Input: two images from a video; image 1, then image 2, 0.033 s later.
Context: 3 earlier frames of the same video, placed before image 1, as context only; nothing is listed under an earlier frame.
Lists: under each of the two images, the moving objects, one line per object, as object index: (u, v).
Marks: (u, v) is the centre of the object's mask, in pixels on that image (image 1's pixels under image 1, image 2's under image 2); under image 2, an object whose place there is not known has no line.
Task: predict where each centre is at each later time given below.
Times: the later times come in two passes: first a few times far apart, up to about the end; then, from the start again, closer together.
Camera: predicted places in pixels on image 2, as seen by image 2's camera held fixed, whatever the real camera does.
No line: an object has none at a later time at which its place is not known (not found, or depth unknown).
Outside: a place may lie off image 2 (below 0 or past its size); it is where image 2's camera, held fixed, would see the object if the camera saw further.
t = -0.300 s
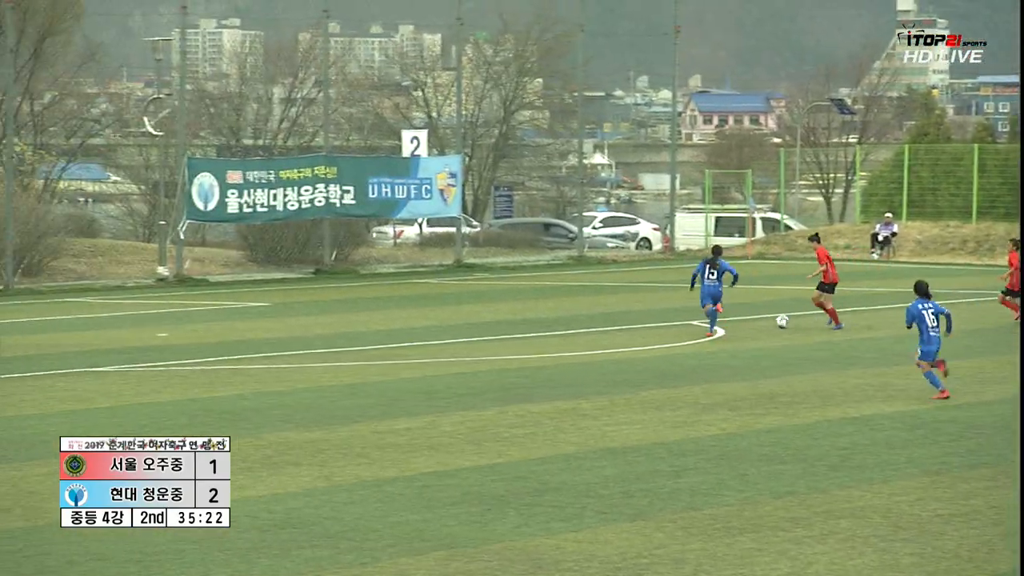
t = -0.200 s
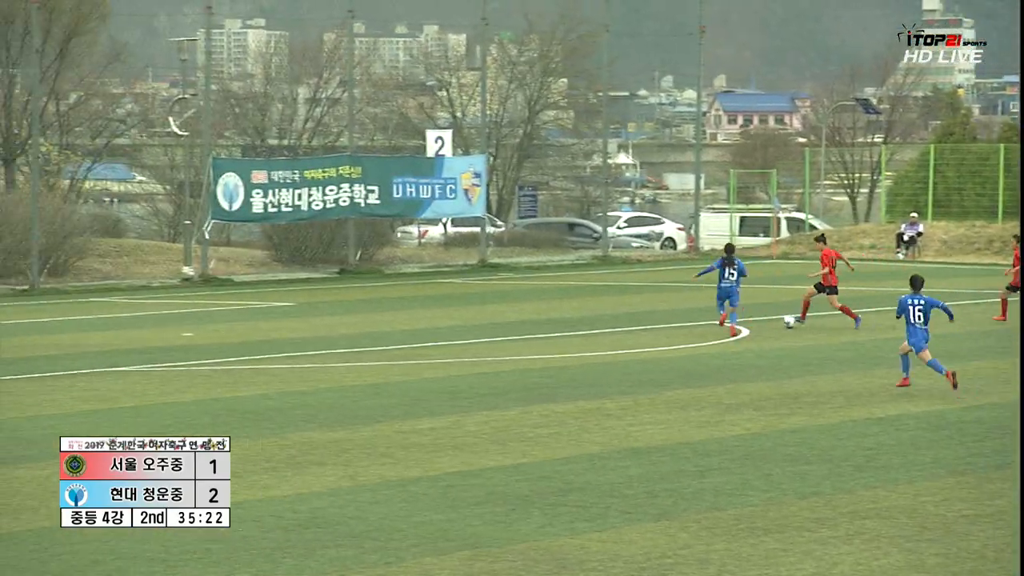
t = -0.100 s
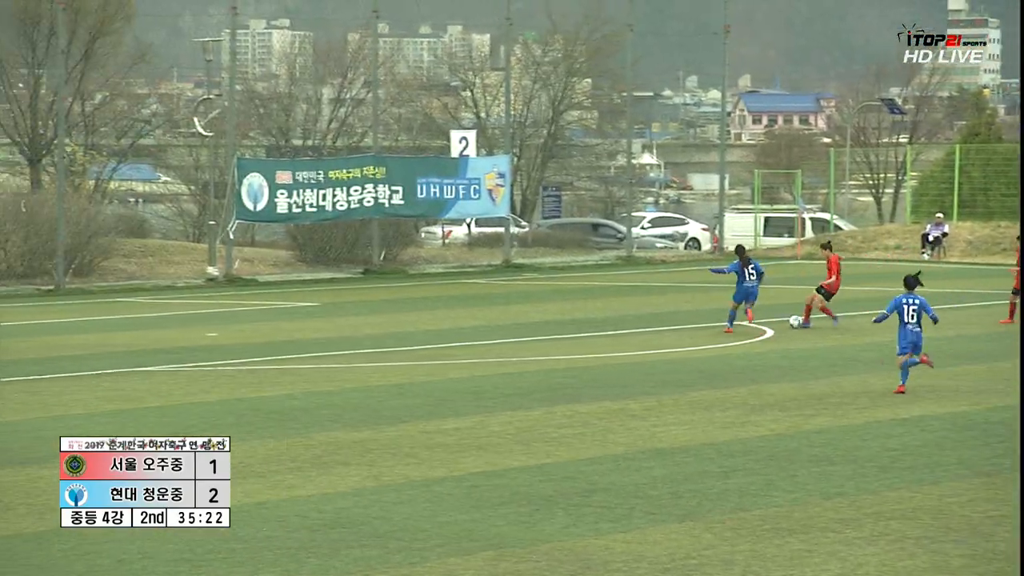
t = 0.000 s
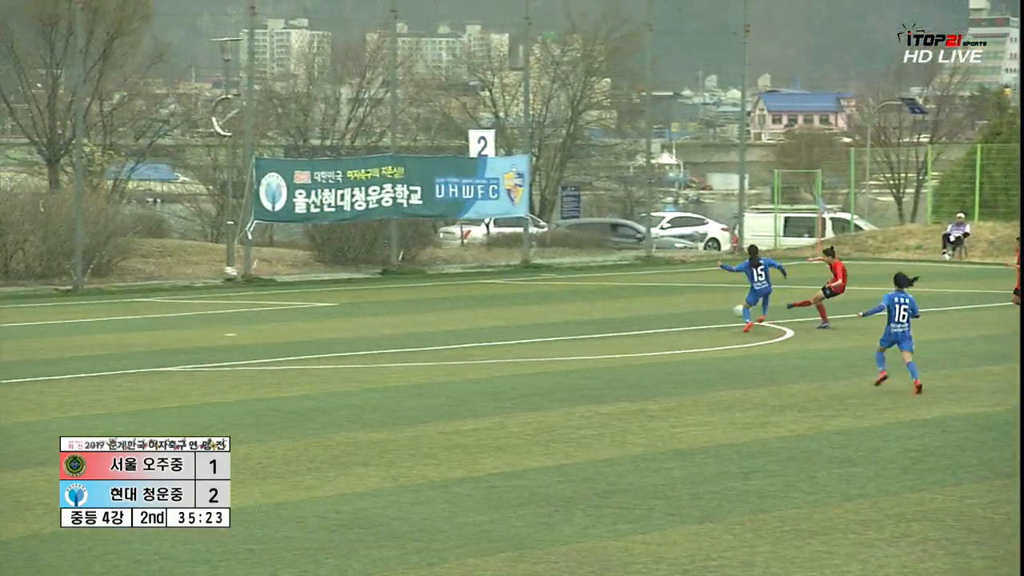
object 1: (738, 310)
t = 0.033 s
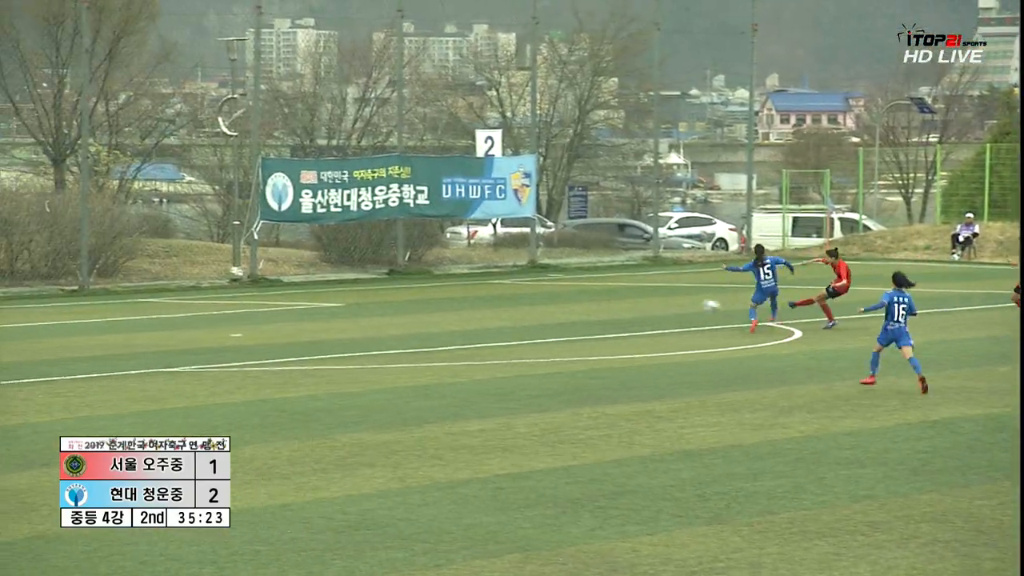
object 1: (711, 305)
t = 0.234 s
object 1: (490, 291)
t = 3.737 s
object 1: (-412, 316)
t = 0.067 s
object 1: (673, 299)
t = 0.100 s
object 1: (635, 297)
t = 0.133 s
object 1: (597, 294)
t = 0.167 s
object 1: (561, 292)
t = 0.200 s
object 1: (526, 292)
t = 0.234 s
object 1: (490, 291)
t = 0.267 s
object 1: (455, 293)
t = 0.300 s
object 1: (421, 294)
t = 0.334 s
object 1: (388, 297)
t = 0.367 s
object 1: (354, 300)
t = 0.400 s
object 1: (322, 304)
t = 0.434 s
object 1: (289, 308)
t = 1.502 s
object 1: (-369, 312)
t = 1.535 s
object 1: (-385, 311)
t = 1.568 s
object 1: (-399, 307)
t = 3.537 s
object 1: (-408, 318)
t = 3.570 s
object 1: (-409, 318)
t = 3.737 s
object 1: (-412, 316)
